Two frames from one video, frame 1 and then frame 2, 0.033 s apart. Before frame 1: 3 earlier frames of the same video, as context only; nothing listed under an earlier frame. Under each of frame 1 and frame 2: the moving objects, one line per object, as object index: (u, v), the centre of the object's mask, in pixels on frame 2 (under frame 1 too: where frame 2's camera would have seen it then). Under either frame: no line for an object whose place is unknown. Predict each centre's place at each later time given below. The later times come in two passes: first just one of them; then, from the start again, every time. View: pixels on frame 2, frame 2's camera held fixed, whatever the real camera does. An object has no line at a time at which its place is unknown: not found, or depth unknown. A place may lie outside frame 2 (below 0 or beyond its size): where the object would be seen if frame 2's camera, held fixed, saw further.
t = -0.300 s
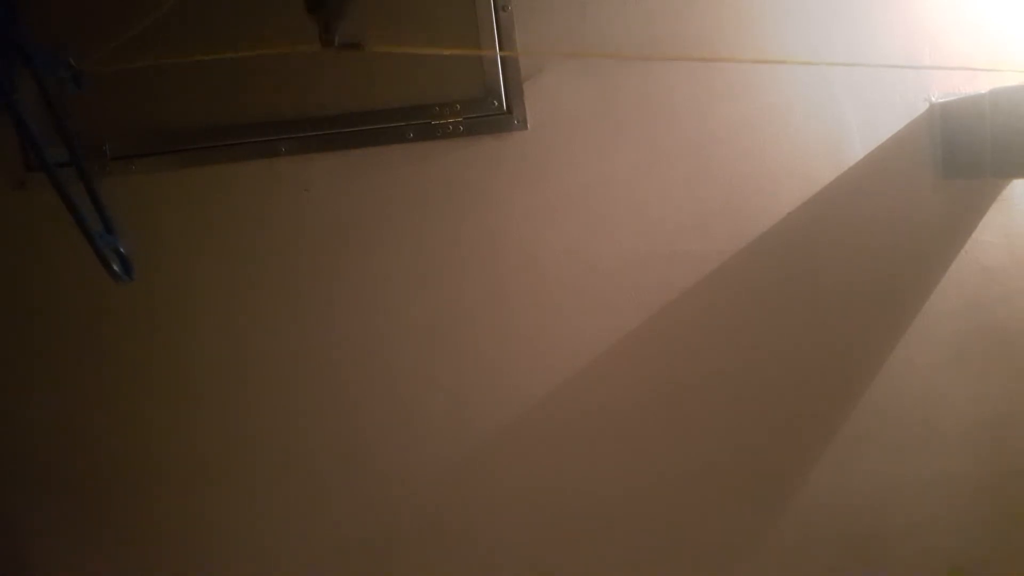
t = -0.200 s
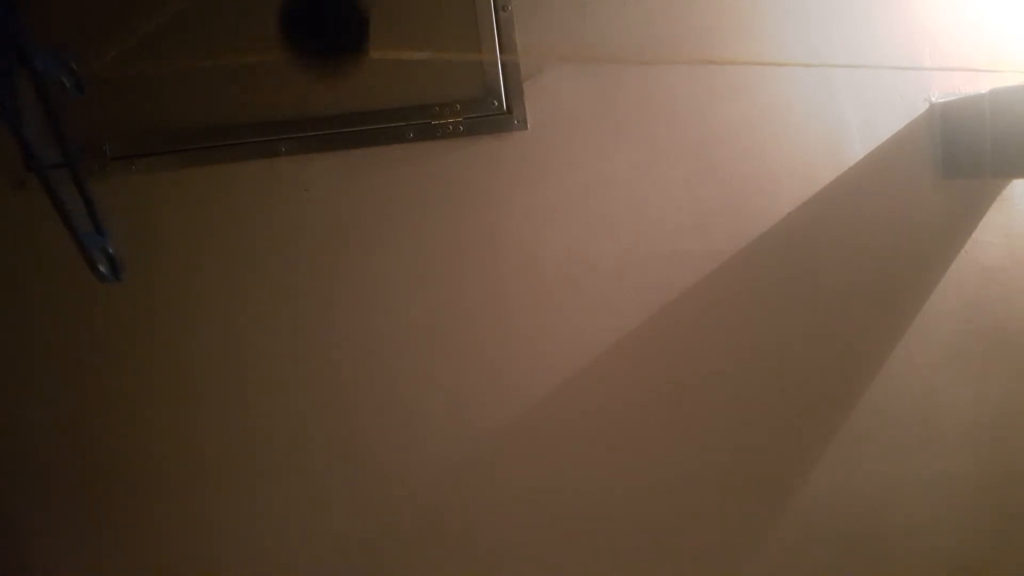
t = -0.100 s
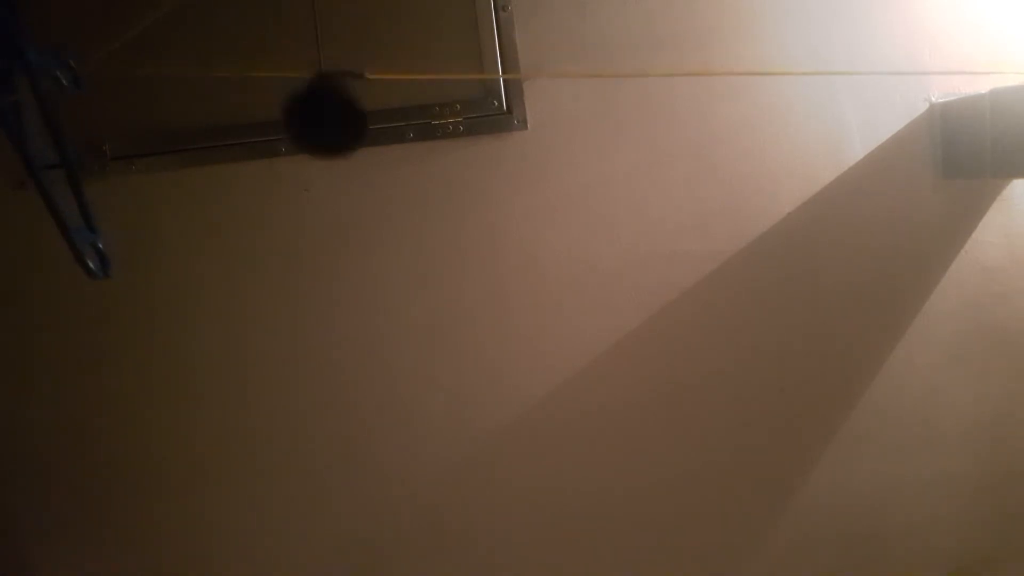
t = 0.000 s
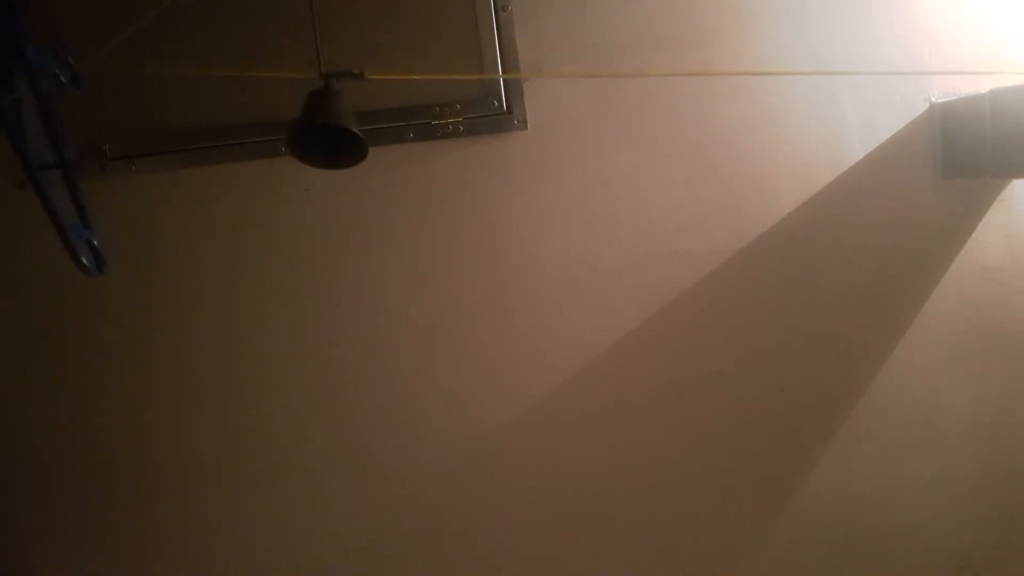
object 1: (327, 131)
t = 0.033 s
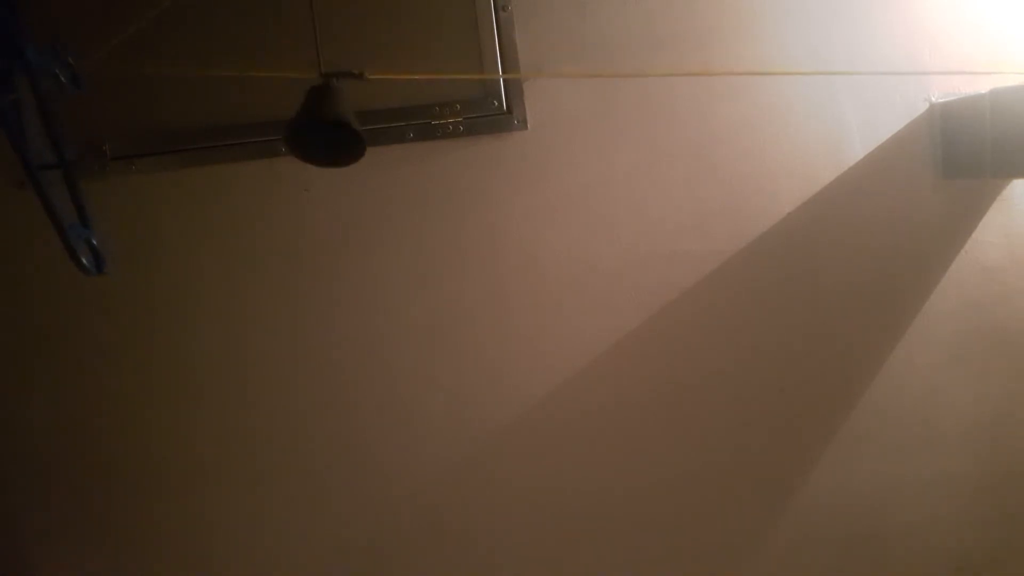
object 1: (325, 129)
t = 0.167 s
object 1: (321, 39)
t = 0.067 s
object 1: (322, 122)
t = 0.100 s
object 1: (320, 104)
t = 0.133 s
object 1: (318, 71)
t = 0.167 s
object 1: (321, 39)
